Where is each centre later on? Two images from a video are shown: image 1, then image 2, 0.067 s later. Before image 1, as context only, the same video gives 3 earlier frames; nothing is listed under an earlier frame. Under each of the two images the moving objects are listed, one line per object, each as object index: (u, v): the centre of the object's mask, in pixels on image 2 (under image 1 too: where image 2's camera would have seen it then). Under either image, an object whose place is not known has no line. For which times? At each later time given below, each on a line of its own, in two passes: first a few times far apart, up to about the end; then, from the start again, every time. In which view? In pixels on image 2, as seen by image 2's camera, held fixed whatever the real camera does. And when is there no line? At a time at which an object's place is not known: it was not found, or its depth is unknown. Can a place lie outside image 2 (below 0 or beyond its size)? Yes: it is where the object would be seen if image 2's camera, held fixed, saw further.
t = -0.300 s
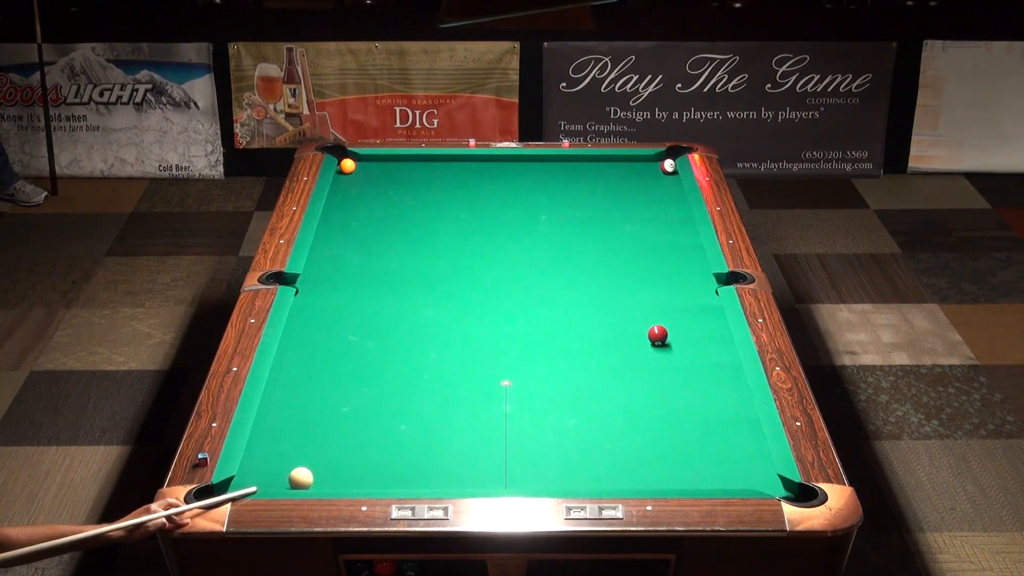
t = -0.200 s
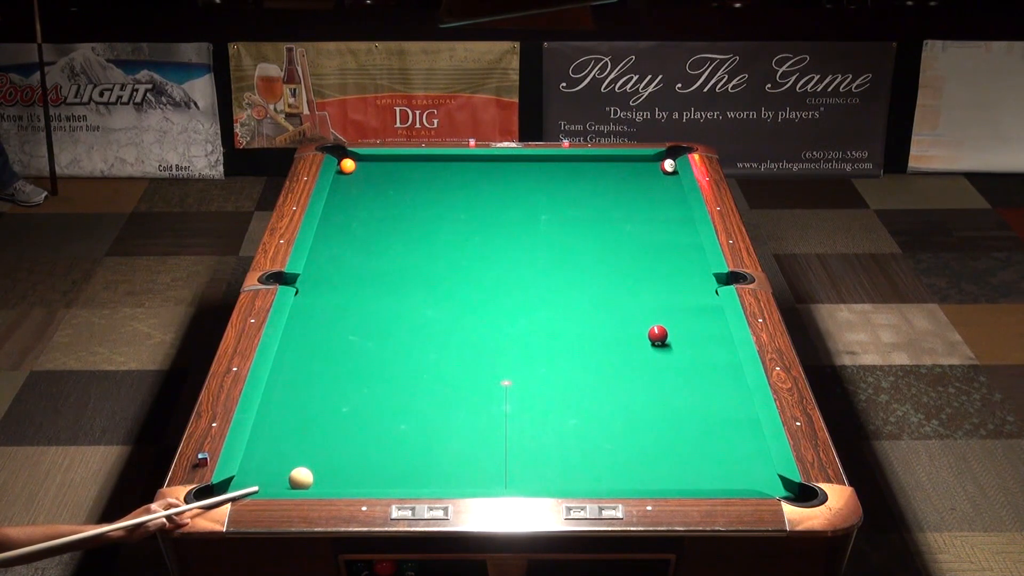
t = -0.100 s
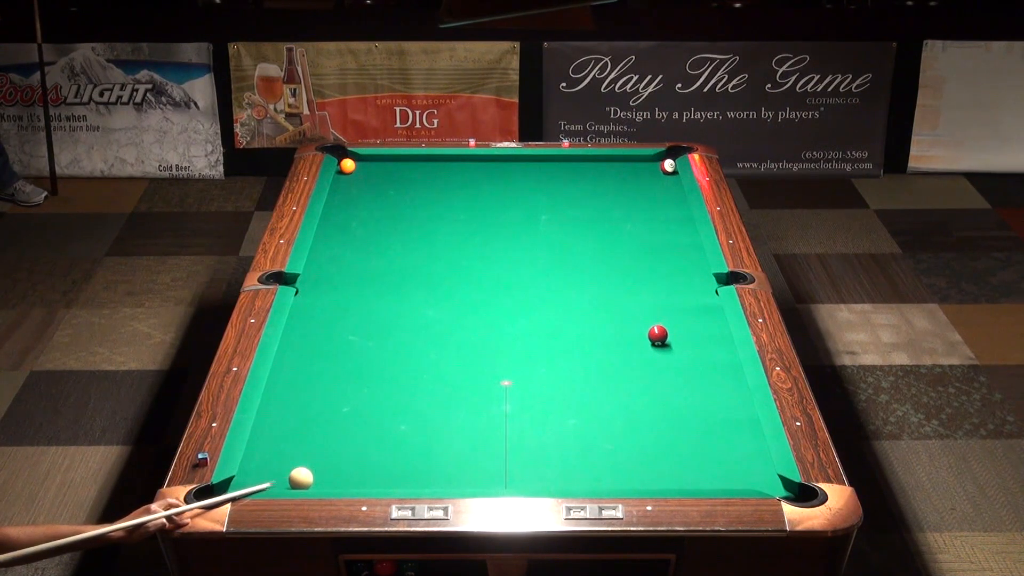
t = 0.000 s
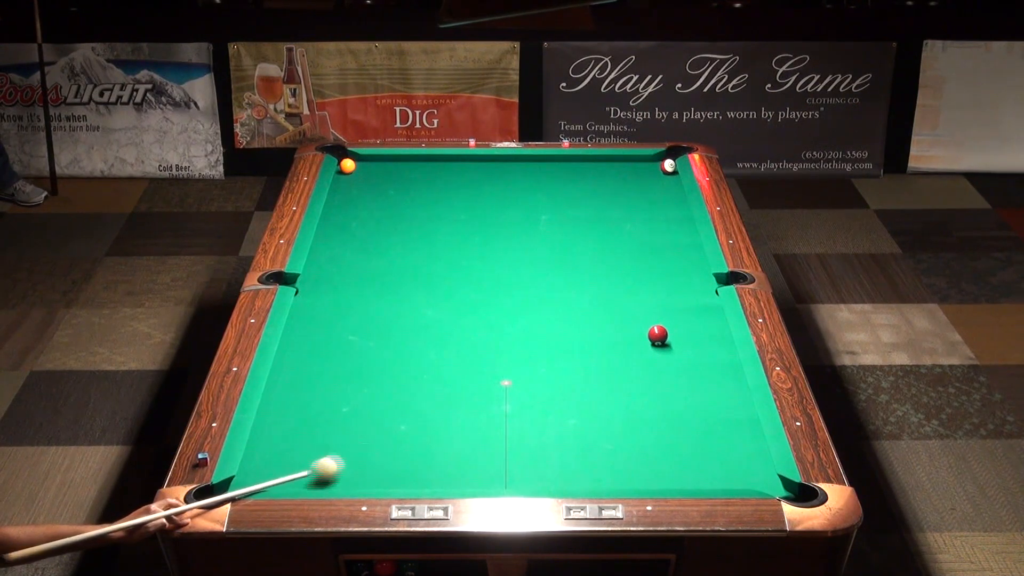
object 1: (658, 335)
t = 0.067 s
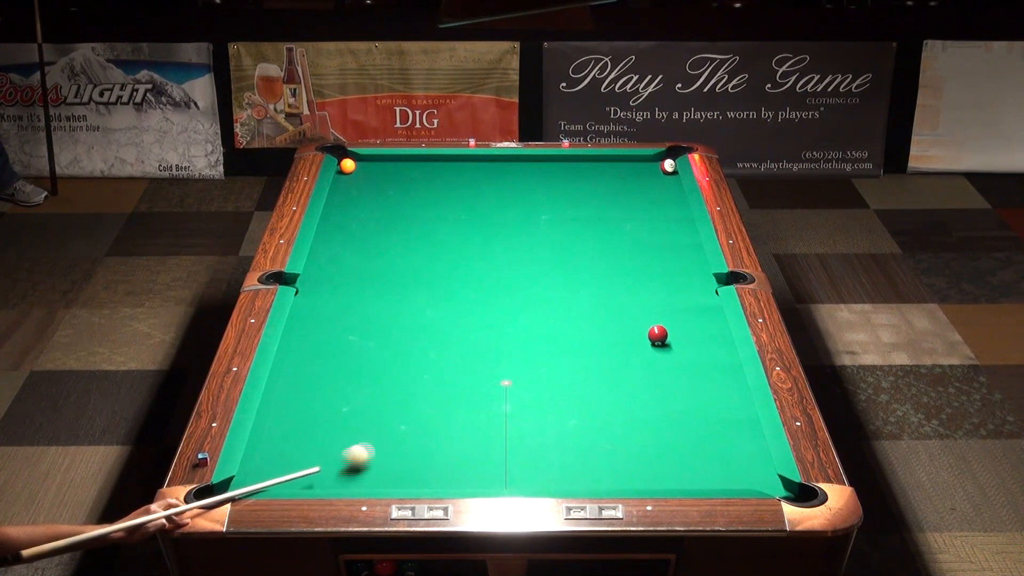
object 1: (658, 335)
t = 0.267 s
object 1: (658, 335)
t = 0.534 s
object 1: (658, 335)
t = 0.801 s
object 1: (658, 335)
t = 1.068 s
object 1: (702, 311)
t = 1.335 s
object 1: (693, 296)
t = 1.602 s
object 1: (670, 284)
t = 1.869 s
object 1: (648, 272)
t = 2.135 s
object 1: (629, 262)
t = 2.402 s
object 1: (611, 252)
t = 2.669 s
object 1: (595, 244)
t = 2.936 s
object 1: (580, 236)
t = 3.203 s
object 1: (567, 229)
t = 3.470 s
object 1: (555, 222)
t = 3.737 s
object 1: (544, 217)
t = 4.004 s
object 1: (535, 212)
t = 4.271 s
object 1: (527, 207)
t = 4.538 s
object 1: (519, 203)
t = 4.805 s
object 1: (512, 200)
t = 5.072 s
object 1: (507, 197)
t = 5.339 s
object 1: (502, 195)
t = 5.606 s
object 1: (498, 194)
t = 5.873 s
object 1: (494, 193)
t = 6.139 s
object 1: (492, 191)
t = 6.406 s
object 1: (491, 191)
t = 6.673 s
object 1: (491, 191)
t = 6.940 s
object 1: (491, 191)
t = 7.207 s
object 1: (491, 191)
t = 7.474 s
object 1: (491, 191)
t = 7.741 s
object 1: (491, 191)
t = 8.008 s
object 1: (491, 191)
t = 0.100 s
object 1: (658, 335)
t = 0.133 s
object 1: (658, 335)
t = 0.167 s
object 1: (658, 335)
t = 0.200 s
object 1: (658, 335)
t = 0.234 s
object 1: (658, 335)
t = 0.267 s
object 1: (658, 335)
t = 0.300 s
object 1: (658, 335)
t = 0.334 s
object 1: (658, 335)
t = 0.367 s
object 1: (658, 335)
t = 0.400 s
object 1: (658, 335)
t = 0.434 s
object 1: (658, 335)
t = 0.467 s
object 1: (658, 335)
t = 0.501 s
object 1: (658, 335)
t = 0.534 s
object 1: (658, 335)
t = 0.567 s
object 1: (658, 335)
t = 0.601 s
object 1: (658, 335)
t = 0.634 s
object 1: (658, 335)
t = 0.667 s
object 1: (658, 335)
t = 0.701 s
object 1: (658, 335)
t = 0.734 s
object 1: (658, 335)
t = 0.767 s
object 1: (658, 335)
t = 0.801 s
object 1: (658, 335)
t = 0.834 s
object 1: (661, 333)
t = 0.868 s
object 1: (667, 330)
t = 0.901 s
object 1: (674, 326)
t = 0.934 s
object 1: (681, 323)
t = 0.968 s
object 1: (687, 320)
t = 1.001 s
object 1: (692, 316)
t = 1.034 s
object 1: (698, 314)
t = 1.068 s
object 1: (702, 311)
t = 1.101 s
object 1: (707, 309)
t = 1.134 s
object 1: (712, 307)
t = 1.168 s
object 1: (709, 305)
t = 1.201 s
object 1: (706, 303)
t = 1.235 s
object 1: (702, 301)
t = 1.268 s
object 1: (699, 299)
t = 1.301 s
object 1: (696, 298)
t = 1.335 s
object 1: (693, 296)
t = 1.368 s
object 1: (690, 295)
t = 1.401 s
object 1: (687, 293)
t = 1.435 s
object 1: (684, 291)
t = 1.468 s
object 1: (681, 290)
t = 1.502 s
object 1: (678, 288)
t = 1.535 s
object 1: (676, 287)
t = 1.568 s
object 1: (673, 285)
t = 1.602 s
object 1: (670, 284)
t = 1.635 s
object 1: (667, 282)
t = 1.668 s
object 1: (664, 281)
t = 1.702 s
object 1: (662, 279)
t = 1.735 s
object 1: (659, 278)
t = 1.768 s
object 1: (656, 276)
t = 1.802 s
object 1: (653, 275)
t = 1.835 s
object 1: (651, 274)
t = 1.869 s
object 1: (648, 272)
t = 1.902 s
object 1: (646, 271)
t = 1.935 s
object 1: (643, 270)
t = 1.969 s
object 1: (641, 268)
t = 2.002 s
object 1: (638, 266)
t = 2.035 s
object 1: (636, 265)
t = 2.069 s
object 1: (634, 264)
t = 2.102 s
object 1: (631, 263)
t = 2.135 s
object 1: (629, 262)
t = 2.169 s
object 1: (627, 261)
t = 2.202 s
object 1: (624, 259)
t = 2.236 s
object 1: (622, 258)
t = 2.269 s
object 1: (620, 257)
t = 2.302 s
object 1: (618, 256)
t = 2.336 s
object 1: (615, 254)
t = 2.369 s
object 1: (613, 253)
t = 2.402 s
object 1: (611, 252)
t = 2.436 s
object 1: (609, 251)
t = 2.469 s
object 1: (607, 250)
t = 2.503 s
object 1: (605, 249)
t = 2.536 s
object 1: (603, 248)
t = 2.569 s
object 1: (601, 247)
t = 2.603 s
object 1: (599, 246)
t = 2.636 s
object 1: (597, 245)
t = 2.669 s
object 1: (595, 244)
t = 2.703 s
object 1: (593, 242)
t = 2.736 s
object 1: (591, 242)
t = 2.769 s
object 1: (589, 241)
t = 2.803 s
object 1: (587, 240)
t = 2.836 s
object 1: (585, 239)
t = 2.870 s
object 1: (584, 238)
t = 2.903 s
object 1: (582, 237)
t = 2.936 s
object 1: (580, 236)
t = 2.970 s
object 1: (578, 235)
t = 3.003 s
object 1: (577, 234)
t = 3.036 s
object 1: (575, 233)
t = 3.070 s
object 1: (573, 232)
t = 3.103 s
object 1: (572, 231)
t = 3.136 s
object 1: (570, 230)
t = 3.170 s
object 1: (568, 230)
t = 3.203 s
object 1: (567, 229)
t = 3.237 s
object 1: (565, 228)
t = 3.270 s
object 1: (564, 227)
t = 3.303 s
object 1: (562, 226)
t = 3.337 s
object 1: (561, 225)
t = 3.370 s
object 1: (559, 225)
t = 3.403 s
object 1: (558, 224)
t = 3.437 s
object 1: (556, 223)
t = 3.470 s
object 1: (555, 222)
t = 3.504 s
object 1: (554, 222)
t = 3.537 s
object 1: (552, 221)
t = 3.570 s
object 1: (551, 220)
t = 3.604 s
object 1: (550, 220)
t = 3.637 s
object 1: (548, 219)
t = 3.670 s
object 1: (547, 218)
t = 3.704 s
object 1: (546, 218)
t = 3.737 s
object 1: (544, 217)
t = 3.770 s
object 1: (543, 216)
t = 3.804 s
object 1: (542, 216)
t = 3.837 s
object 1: (541, 214)
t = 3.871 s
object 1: (540, 214)
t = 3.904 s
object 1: (538, 214)
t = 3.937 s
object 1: (537, 213)
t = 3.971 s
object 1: (536, 212)
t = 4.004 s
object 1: (535, 212)
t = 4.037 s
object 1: (534, 211)
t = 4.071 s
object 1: (533, 211)
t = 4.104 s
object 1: (532, 210)
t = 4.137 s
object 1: (531, 210)
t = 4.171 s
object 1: (530, 209)
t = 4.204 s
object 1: (529, 208)
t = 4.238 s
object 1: (528, 208)
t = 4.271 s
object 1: (527, 207)
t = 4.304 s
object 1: (526, 207)
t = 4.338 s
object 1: (525, 206)
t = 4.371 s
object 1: (524, 206)
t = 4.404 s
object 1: (523, 205)
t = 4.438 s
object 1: (522, 205)
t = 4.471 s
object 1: (521, 204)
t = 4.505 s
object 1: (520, 204)
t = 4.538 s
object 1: (519, 203)
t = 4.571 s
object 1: (518, 203)
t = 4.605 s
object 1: (517, 203)
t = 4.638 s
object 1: (516, 202)
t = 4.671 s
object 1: (515, 202)
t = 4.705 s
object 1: (515, 201)
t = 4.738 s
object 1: (514, 201)
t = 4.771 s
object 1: (513, 200)
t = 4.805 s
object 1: (512, 200)
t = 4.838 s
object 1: (511, 200)
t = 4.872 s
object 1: (511, 199)
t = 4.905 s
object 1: (510, 199)
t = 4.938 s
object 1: (509, 199)
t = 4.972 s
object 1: (509, 198)
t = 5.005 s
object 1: (508, 198)
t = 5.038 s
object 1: (507, 198)
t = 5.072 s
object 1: (507, 197)
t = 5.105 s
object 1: (506, 197)
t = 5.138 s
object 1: (505, 197)
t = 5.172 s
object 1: (505, 197)
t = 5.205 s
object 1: (504, 196)
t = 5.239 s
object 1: (503, 196)
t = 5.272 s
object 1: (503, 196)
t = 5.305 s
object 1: (502, 195)
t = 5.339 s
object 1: (502, 195)
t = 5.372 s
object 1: (501, 195)
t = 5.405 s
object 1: (500, 195)
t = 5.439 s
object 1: (500, 195)
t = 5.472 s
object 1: (500, 194)
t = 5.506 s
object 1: (499, 194)
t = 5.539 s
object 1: (499, 194)
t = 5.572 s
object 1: (498, 194)
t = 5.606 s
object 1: (498, 194)
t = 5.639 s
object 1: (497, 193)
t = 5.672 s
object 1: (497, 193)
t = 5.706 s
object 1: (496, 193)
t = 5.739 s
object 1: (496, 193)
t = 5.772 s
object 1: (495, 193)
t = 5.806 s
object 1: (495, 193)
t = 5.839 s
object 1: (495, 193)
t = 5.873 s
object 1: (494, 193)
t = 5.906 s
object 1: (494, 192)
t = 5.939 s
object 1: (494, 192)
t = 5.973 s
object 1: (494, 192)
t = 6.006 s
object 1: (493, 192)
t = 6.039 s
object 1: (493, 192)
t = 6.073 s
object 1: (493, 192)
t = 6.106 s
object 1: (492, 192)
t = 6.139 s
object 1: (492, 191)
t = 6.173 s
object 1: (492, 191)
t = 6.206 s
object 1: (492, 191)
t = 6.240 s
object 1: (492, 191)
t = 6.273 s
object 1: (492, 191)
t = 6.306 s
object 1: (491, 191)
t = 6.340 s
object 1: (491, 191)
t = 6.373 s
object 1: (491, 191)
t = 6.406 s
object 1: (491, 191)
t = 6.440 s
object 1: (491, 191)
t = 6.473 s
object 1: (491, 191)
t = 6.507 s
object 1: (491, 191)
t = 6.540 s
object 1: (491, 191)
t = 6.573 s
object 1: (491, 191)
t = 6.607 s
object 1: (491, 191)
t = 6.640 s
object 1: (491, 191)
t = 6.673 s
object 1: (491, 191)
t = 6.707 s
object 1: (491, 191)
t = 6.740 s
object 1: (491, 191)
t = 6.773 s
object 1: (491, 191)
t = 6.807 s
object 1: (491, 191)
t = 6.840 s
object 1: (491, 191)
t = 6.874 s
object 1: (491, 191)
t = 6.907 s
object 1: (491, 191)
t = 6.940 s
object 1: (491, 191)
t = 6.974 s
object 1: (491, 191)
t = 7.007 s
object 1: (491, 191)
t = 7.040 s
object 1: (491, 191)
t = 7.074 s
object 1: (491, 191)
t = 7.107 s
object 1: (491, 191)
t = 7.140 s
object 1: (491, 191)
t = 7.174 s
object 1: (491, 191)
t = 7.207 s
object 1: (491, 191)
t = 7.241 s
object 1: (491, 191)
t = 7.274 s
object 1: (491, 191)
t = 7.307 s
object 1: (491, 191)
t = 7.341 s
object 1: (491, 191)
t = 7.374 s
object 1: (491, 191)
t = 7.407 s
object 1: (491, 191)
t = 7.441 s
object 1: (491, 191)
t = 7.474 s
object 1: (491, 191)
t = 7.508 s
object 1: (491, 191)
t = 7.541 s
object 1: (491, 191)
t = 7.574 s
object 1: (491, 191)
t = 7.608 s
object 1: (491, 191)
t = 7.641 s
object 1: (491, 191)
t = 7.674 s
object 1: (491, 191)
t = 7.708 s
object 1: (491, 191)
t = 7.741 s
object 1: (491, 191)
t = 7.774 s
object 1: (491, 191)
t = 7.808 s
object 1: (491, 191)
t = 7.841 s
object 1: (491, 191)
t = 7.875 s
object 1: (491, 191)
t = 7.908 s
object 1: (491, 191)
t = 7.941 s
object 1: (491, 191)
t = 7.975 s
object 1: (491, 191)
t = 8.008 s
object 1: (491, 191)
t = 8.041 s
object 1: (491, 191)
